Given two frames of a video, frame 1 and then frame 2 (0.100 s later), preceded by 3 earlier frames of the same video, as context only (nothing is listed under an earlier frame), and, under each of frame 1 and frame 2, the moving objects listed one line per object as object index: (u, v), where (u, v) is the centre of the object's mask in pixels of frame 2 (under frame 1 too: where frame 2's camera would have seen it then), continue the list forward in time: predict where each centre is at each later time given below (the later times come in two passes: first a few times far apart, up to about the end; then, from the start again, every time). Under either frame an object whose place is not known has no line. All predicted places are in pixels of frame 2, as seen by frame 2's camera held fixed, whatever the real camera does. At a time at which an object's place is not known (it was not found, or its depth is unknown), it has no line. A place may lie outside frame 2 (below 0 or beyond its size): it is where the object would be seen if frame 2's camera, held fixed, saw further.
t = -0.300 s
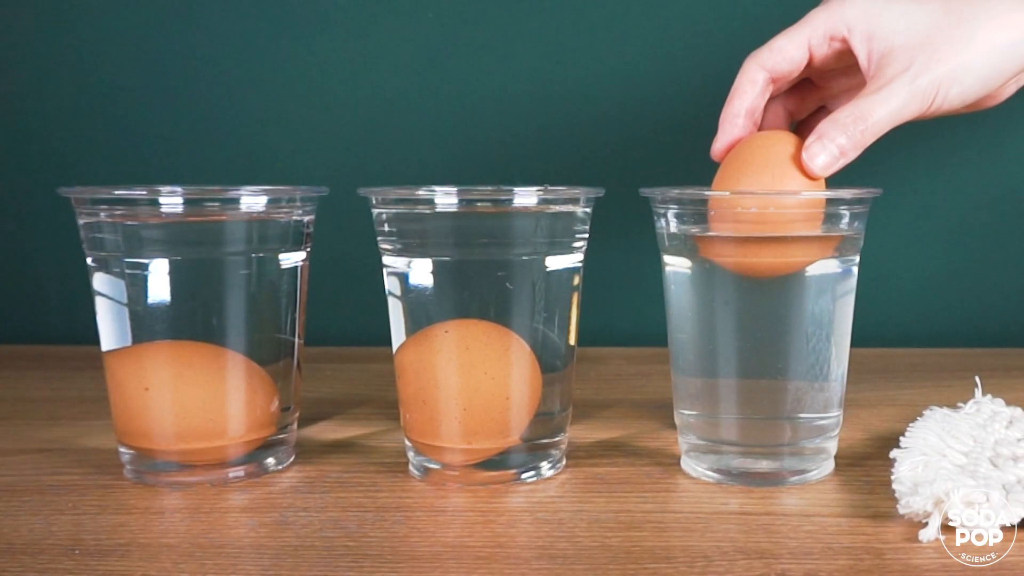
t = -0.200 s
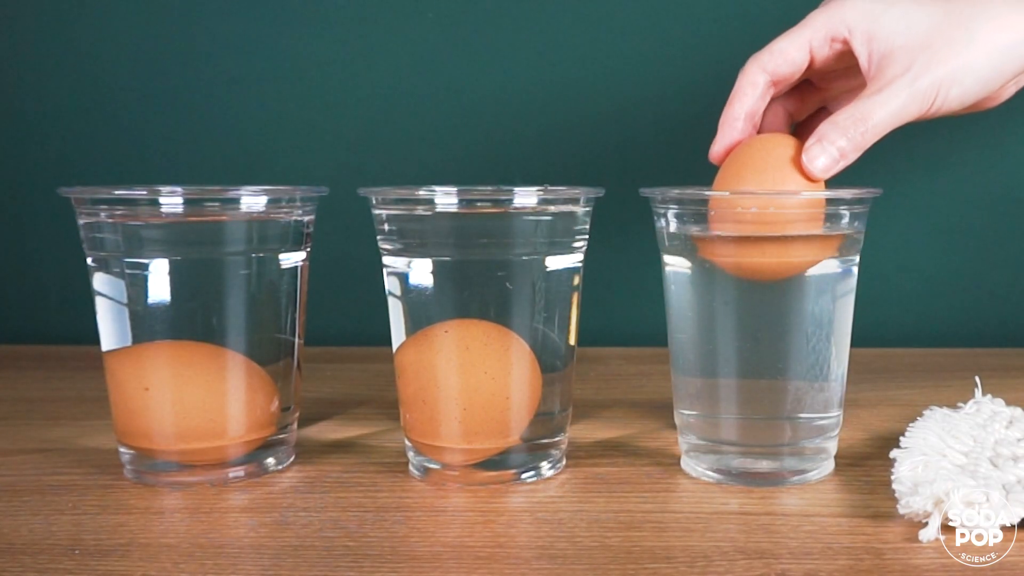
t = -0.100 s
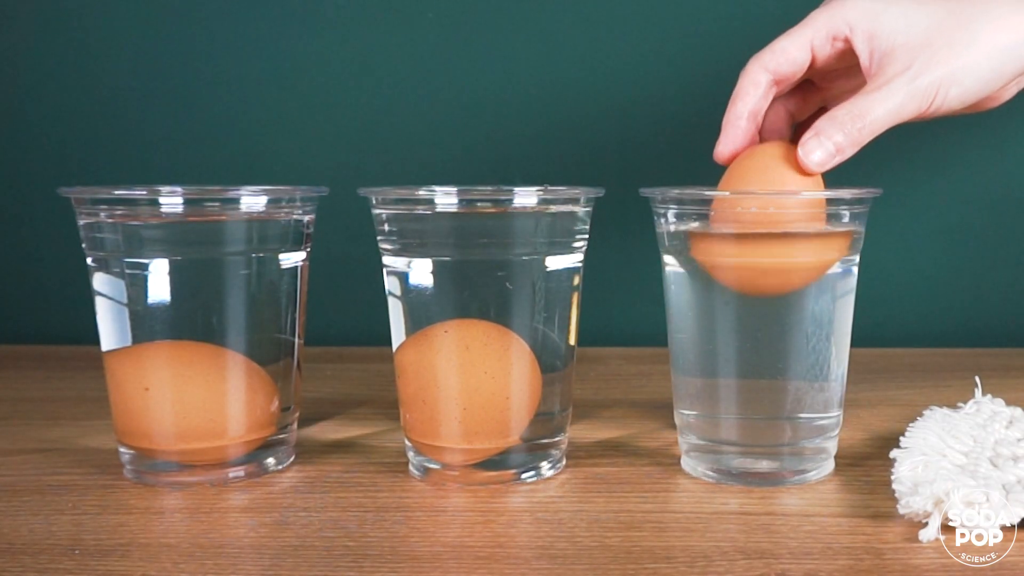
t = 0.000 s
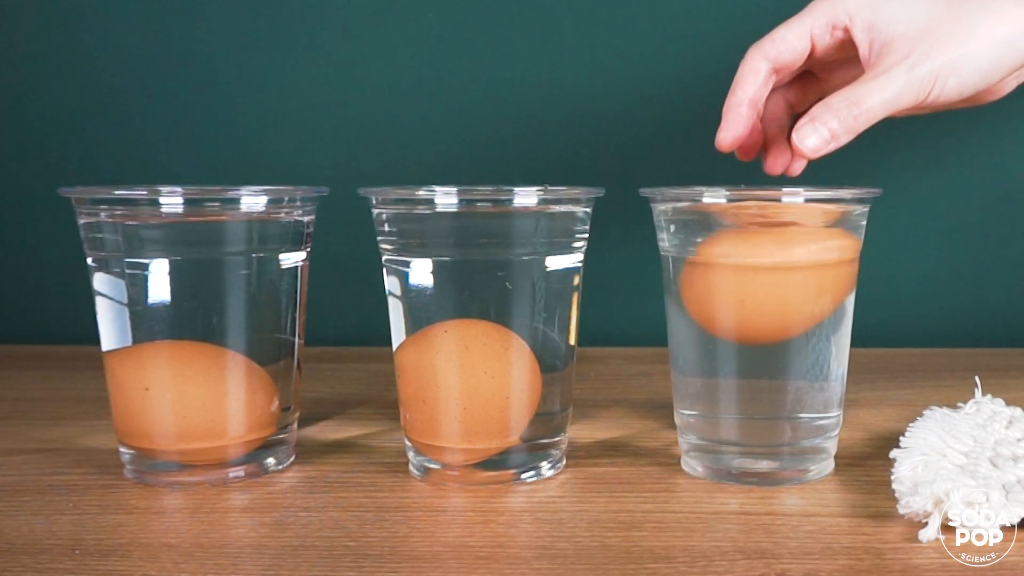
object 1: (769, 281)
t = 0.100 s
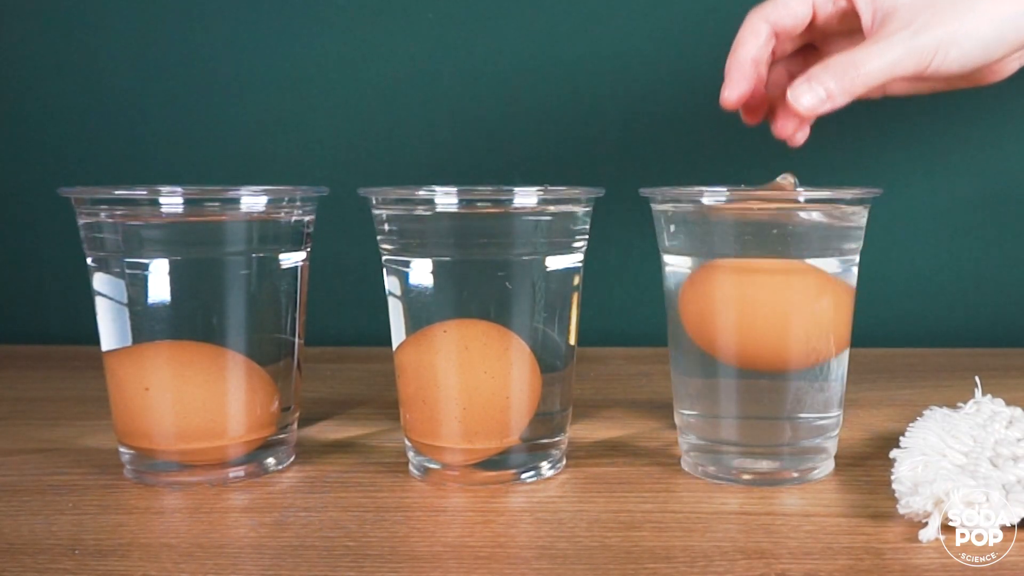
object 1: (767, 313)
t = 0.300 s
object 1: (772, 348)
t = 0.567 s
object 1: (779, 341)
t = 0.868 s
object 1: (785, 281)
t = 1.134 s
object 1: (783, 249)
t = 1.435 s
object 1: (777, 268)
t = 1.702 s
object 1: (775, 260)
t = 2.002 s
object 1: (776, 258)
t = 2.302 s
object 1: (776, 259)
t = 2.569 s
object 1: (776, 258)
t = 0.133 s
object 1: (767, 320)
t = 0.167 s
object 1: (769, 328)
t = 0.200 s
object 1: (770, 335)
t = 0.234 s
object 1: (770, 341)
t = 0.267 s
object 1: (771, 345)
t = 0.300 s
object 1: (772, 348)
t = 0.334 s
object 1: (772, 351)
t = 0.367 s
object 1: (773, 352)
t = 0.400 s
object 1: (774, 352)
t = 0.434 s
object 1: (774, 351)
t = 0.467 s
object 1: (775, 349)
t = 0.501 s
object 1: (776, 347)
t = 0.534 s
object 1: (777, 344)
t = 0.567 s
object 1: (779, 341)
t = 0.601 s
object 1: (780, 336)
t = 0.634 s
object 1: (781, 332)
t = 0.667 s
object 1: (781, 327)
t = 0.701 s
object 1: (782, 322)
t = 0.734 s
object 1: (783, 314)
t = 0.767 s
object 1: (784, 306)
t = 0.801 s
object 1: (785, 298)
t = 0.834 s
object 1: (785, 289)
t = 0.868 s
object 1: (785, 281)
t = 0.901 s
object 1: (785, 275)
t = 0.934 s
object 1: (785, 261)
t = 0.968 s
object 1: (784, 253)
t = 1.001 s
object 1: (784, 247)
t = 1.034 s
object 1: (782, 244)
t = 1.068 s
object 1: (782, 244)
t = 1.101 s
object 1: (784, 257)
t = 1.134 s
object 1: (783, 249)
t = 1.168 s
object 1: (781, 254)
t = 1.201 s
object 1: (780, 262)
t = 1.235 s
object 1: (779, 264)
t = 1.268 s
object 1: (778, 265)
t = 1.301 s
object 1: (777, 266)
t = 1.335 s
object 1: (777, 267)
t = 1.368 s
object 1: (777, 268)
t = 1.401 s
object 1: (778, 269)
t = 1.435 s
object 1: (777, 268)
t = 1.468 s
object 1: (776, 267)
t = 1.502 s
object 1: (775, 266)
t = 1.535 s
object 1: (775, 266)
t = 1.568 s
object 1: (774, 257)
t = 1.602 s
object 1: (775, 257)
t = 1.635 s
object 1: (775, 257)
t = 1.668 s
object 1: (775, 258)
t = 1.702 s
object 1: (775, 260)
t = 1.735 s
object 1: (776, 260)
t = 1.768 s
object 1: (776, 261)
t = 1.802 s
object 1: (775, 261)
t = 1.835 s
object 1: (775, 261)
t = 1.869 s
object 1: (775, 261)
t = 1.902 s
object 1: (775, 261)
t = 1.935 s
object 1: (775, 260)
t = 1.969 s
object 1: (776, 259)
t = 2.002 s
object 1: (776, 258)
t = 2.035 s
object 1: (776, 257)
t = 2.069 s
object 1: (776, 256)
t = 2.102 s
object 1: (775, 256)
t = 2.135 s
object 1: (775, 256)
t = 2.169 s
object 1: (774, 257)
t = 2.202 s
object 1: (774, 258)
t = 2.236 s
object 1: (775, 258)
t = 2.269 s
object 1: (775, 259)
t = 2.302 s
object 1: (776, 259)
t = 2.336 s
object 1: (776, 259)
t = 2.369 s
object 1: (776, 259)
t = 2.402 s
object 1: (776, 259)
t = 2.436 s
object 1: (775, 259)
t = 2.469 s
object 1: (775, 258)
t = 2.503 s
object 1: (775, 258)
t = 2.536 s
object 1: (775, 258)
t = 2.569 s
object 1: (776, 258)
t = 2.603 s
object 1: (776, 258)
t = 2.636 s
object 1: (776, 259)
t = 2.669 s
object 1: (776, 259)
